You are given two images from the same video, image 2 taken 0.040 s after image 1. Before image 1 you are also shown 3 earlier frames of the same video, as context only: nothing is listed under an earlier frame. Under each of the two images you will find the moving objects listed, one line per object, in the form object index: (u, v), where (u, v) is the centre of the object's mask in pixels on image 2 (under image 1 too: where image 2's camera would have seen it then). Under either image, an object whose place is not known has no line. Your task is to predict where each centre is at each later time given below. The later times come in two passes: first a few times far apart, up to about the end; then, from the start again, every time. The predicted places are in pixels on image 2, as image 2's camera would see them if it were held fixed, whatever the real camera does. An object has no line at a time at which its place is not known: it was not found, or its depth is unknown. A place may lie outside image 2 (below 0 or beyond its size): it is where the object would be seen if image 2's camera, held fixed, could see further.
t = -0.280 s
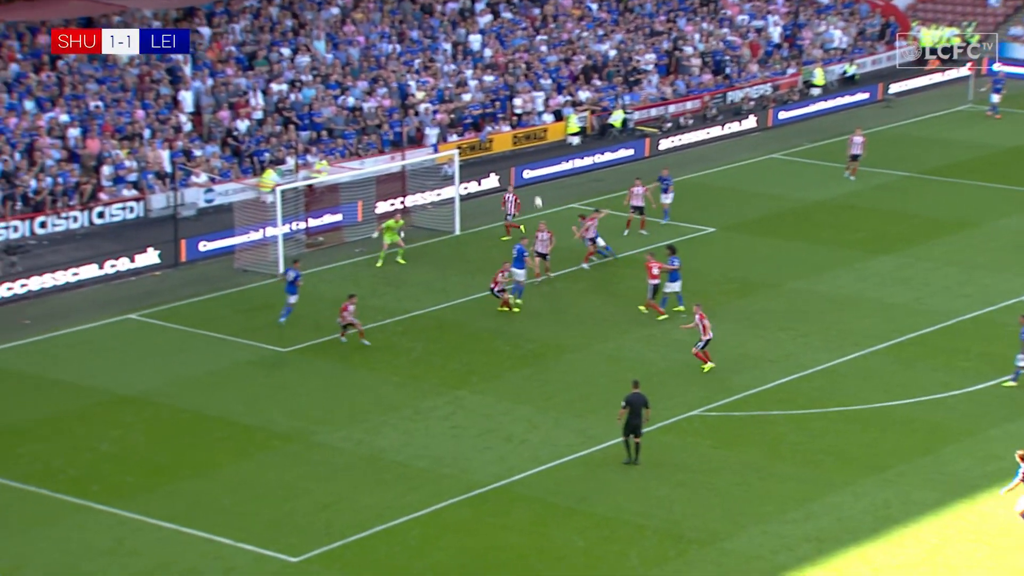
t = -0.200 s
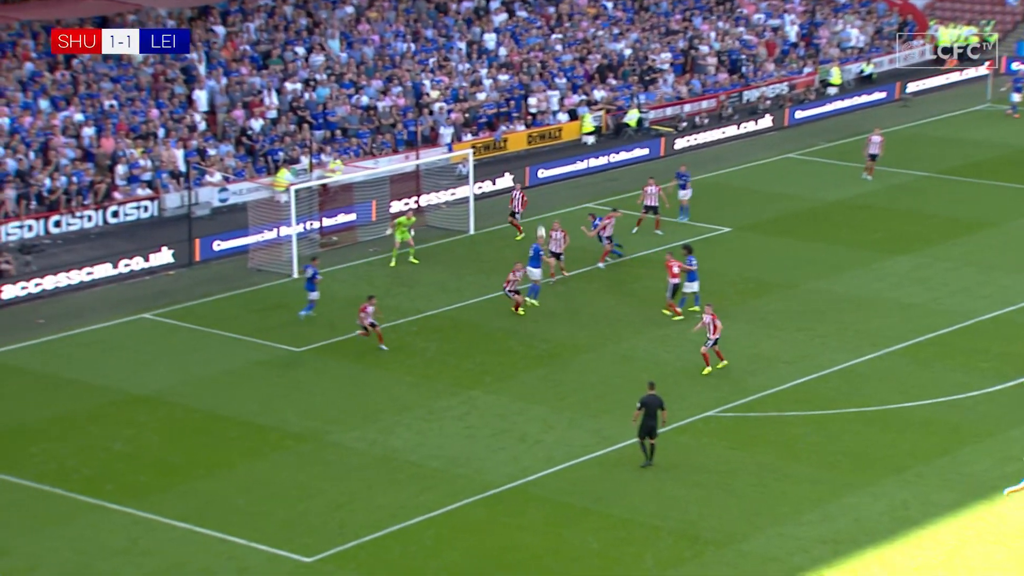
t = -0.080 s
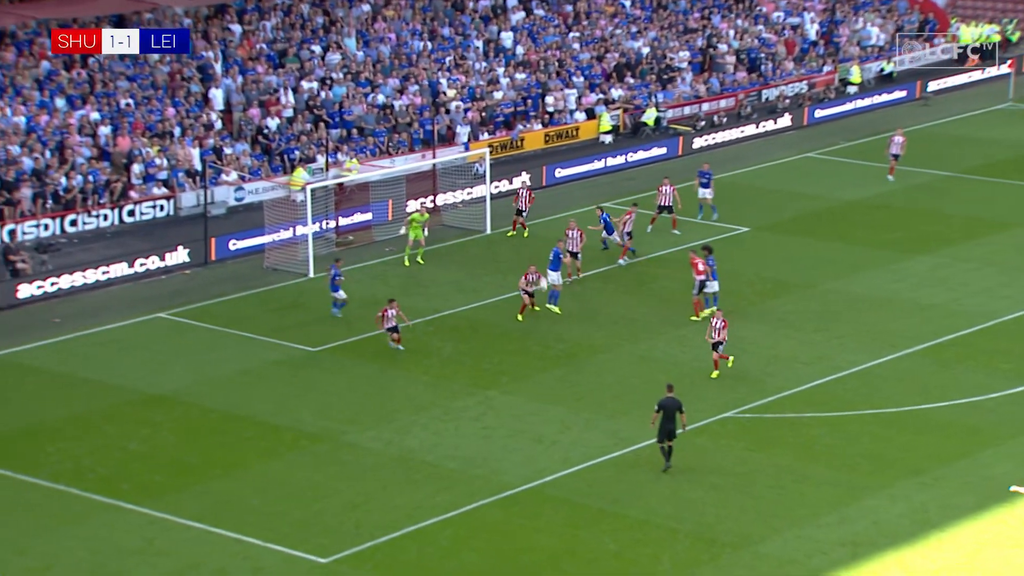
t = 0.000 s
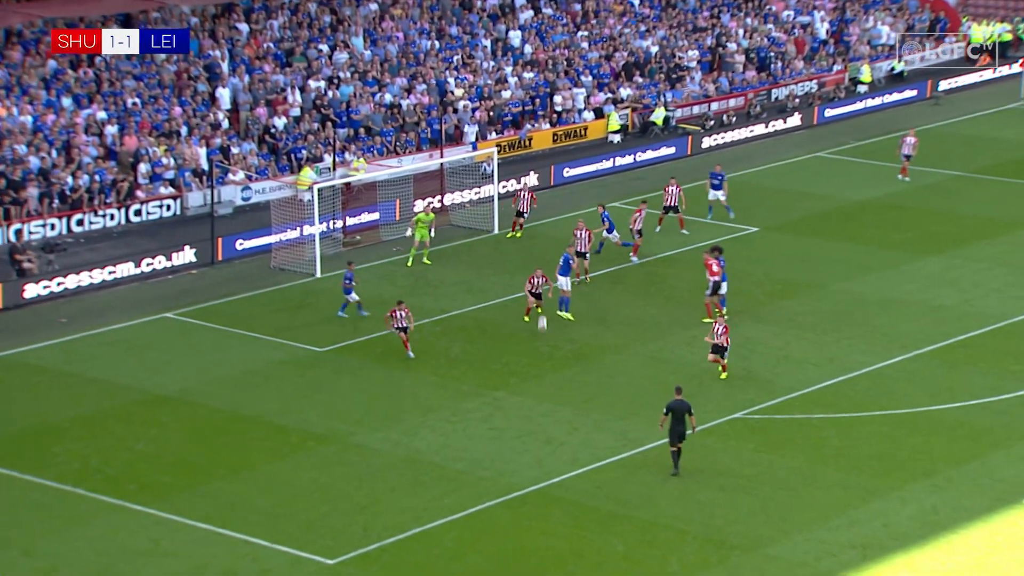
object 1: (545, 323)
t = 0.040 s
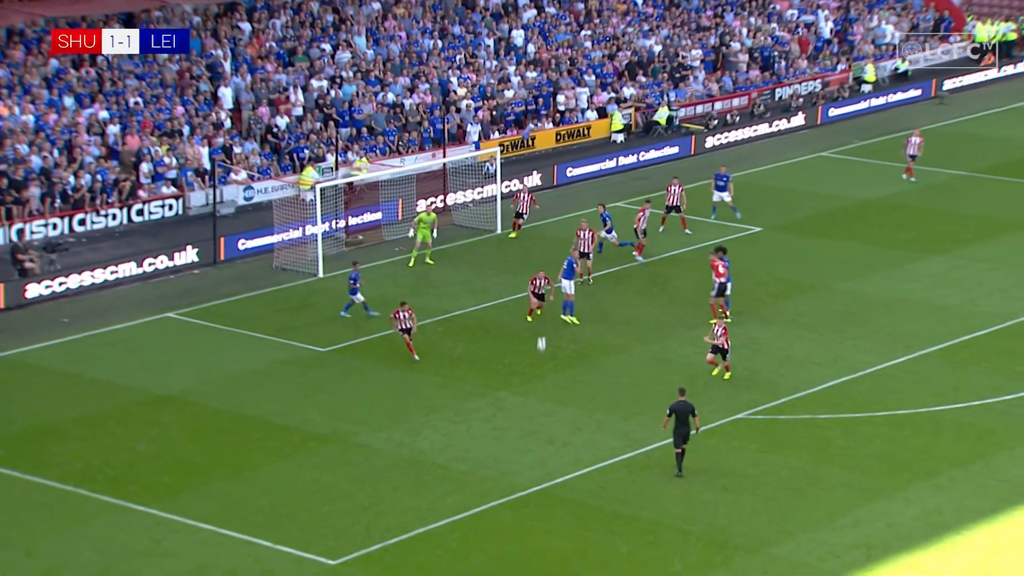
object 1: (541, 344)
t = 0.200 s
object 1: (532, 370)
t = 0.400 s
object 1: (525, 353)
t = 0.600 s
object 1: (521, 358)
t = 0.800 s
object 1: (519, 384)
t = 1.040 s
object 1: (518, 447)
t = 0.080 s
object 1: (538, 366)
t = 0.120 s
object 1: (535, 381)
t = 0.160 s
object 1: (533, 375)
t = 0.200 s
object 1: (532, 370)
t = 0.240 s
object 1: (530, 365)
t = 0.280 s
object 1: (529, 360)
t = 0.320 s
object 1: (528, 357)
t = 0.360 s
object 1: (526, 355)
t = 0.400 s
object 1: (525, 353)
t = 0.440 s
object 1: (524, 352)
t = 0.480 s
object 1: (523, 353)
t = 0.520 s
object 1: (523, 353)
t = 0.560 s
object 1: (522, 355)
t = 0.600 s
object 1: (521, 358)
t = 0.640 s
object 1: (521, 361)
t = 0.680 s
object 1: (520, 366)
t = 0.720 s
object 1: (520, 371)
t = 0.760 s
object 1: (519, 377)
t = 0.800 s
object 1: (519, 384)
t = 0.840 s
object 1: (519, 393)
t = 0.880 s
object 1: (519, 401)
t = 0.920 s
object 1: (519, 411)
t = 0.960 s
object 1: (518, 422)
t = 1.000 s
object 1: (519, 434)
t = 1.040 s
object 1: (518, 447)
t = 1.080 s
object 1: (519, 461)
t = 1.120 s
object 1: (519, 476)
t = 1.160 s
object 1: (519, 492)
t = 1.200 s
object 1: (520, 509)
